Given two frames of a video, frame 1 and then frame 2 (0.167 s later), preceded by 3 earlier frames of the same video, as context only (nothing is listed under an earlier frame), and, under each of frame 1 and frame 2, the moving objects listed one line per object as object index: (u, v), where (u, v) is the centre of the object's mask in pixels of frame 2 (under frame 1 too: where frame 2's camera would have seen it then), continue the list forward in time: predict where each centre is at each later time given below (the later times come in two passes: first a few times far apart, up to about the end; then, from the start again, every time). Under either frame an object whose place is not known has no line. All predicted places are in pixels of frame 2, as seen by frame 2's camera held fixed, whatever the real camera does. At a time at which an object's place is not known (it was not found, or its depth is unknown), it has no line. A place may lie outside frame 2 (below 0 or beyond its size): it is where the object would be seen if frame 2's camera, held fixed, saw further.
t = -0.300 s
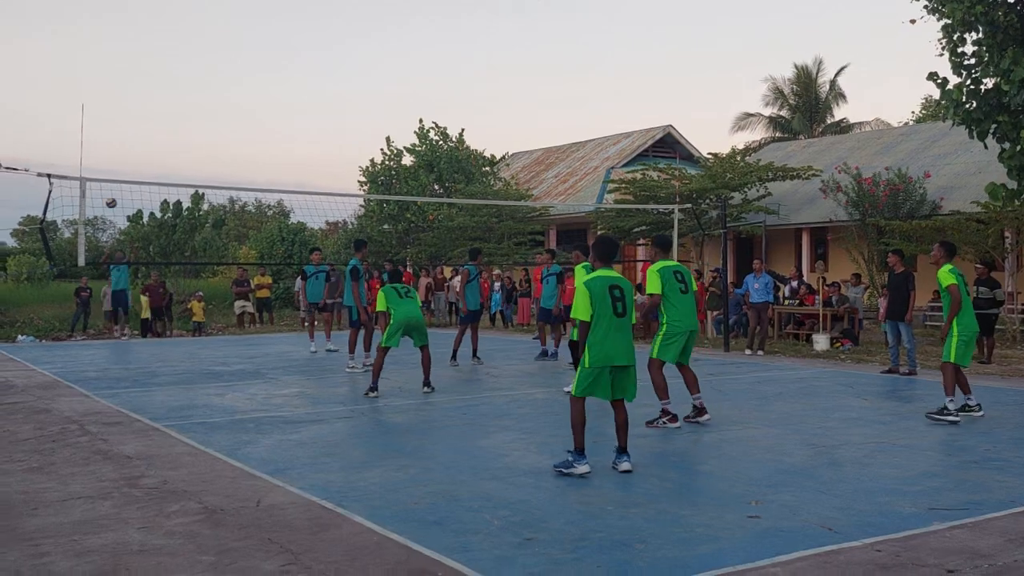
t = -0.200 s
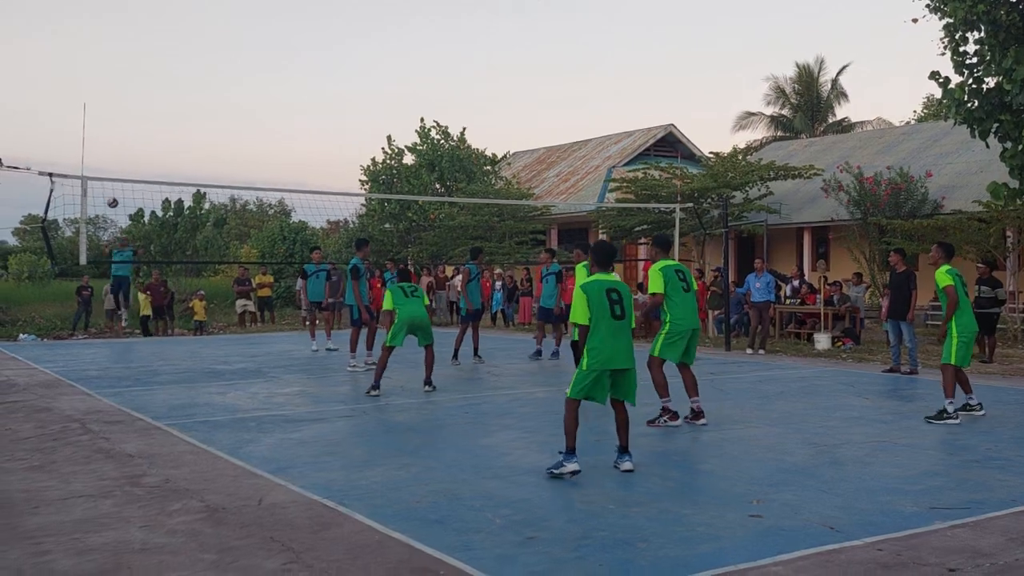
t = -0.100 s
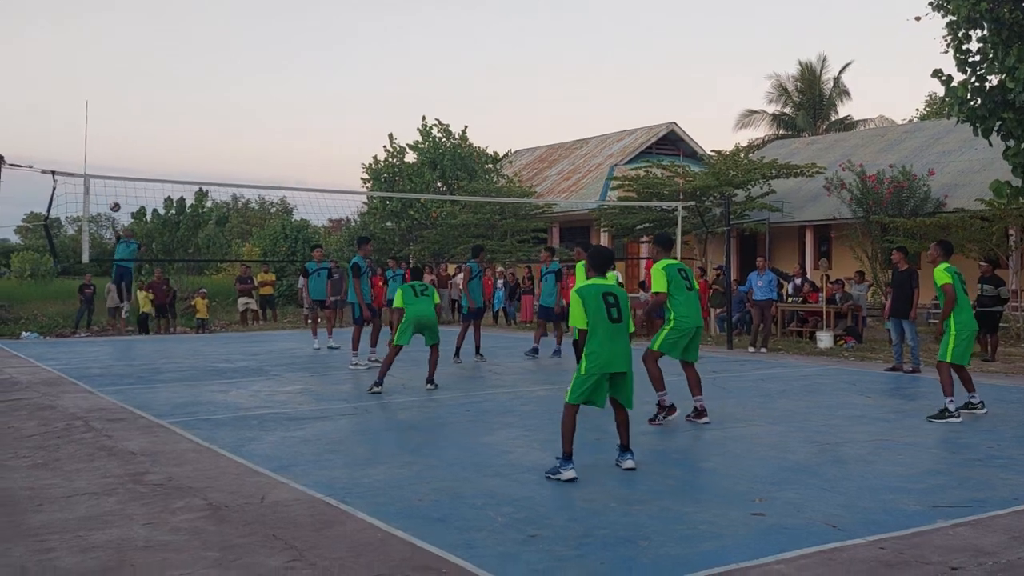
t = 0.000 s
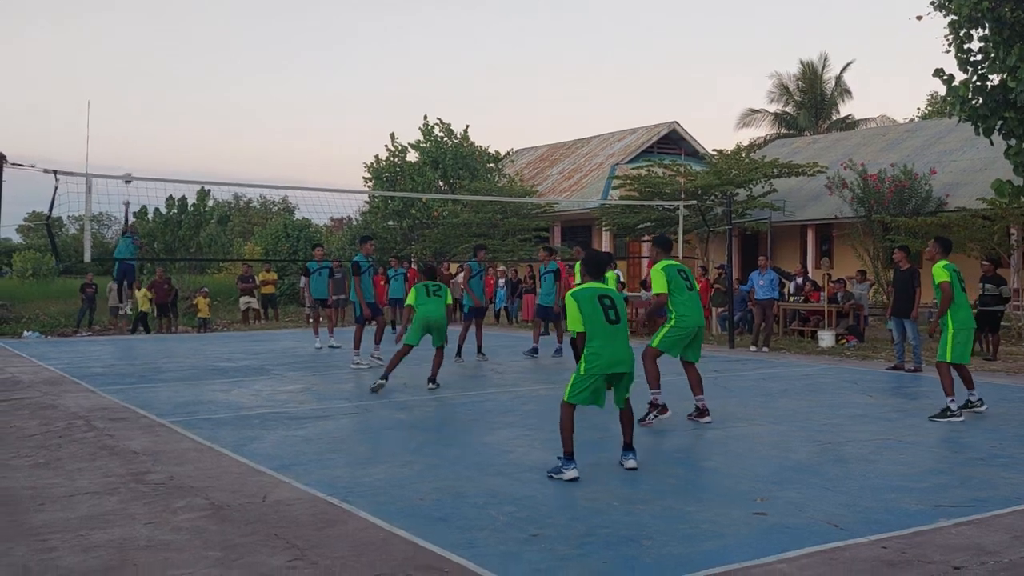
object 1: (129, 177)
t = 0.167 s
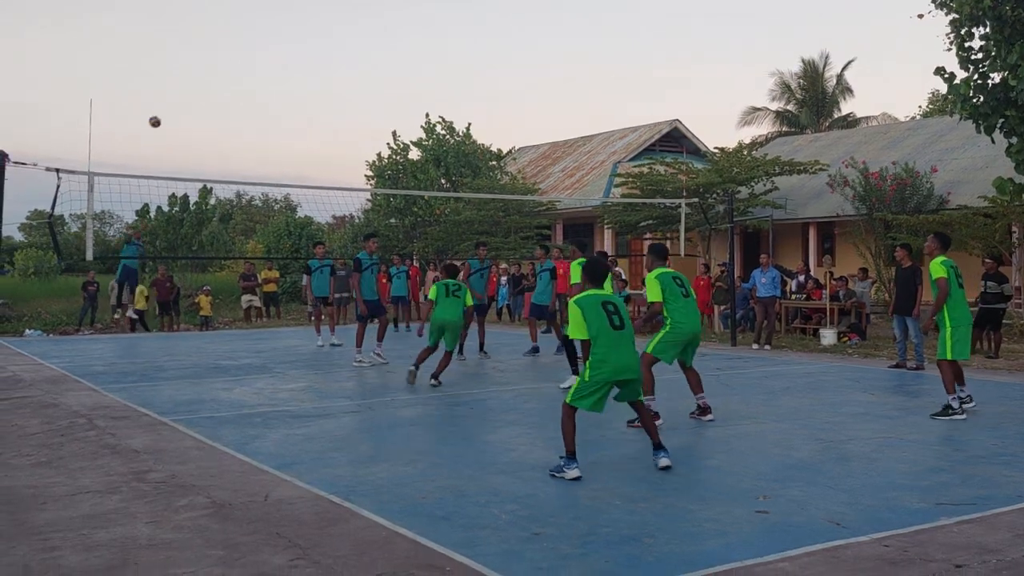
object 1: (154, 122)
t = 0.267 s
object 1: (172, 92)
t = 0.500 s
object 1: (218, 41)
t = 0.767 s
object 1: (288, 16)
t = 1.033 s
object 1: (383, 45)
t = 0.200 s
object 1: (160, 112)
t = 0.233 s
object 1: (166, 102)
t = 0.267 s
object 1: (172, 92)
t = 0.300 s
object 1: (178, 84)
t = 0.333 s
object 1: (184, 75)
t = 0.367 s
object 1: (190, 67)
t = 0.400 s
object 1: (197, 60)
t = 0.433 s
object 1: (203, 53)
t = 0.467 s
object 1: (210, 47)
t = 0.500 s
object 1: (218, 41)
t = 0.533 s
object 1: (226, 36)
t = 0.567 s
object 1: (234, 31)
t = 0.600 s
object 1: (242, 27)
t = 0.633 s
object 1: (251, 23)
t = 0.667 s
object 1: (260, 21)
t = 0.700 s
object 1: (269, 18)
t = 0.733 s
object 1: (279, 17)
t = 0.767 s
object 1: (288, 16)
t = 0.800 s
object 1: (299, 16)
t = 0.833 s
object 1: (309, 17)
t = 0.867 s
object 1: (320, 18)
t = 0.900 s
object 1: (331, 21)
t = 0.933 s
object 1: (343, 25)
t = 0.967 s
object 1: (356, 31)
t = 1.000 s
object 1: (369, 37)
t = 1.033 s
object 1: (383, 45)
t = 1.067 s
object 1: (397, 54)
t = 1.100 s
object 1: (412, 64)
